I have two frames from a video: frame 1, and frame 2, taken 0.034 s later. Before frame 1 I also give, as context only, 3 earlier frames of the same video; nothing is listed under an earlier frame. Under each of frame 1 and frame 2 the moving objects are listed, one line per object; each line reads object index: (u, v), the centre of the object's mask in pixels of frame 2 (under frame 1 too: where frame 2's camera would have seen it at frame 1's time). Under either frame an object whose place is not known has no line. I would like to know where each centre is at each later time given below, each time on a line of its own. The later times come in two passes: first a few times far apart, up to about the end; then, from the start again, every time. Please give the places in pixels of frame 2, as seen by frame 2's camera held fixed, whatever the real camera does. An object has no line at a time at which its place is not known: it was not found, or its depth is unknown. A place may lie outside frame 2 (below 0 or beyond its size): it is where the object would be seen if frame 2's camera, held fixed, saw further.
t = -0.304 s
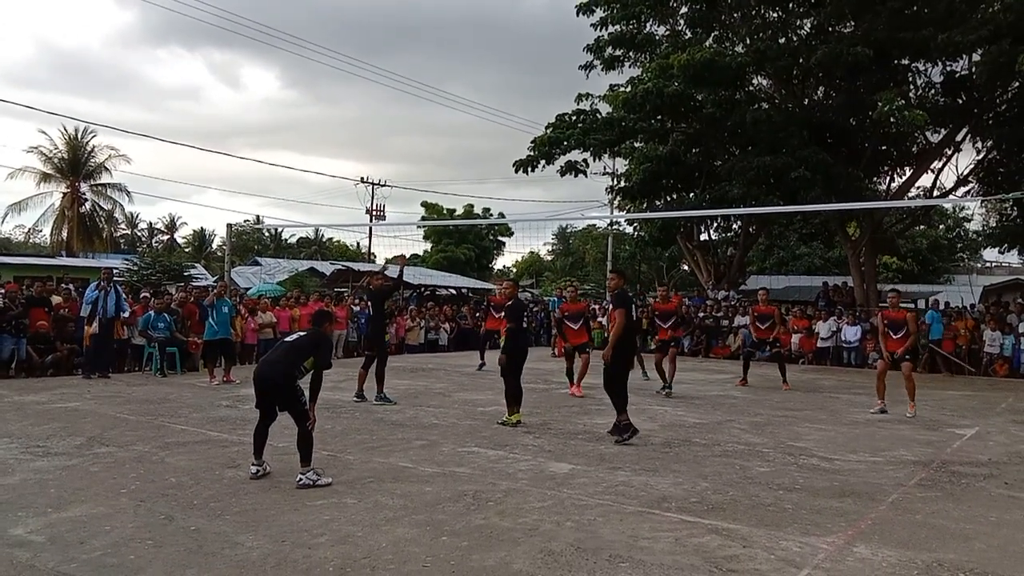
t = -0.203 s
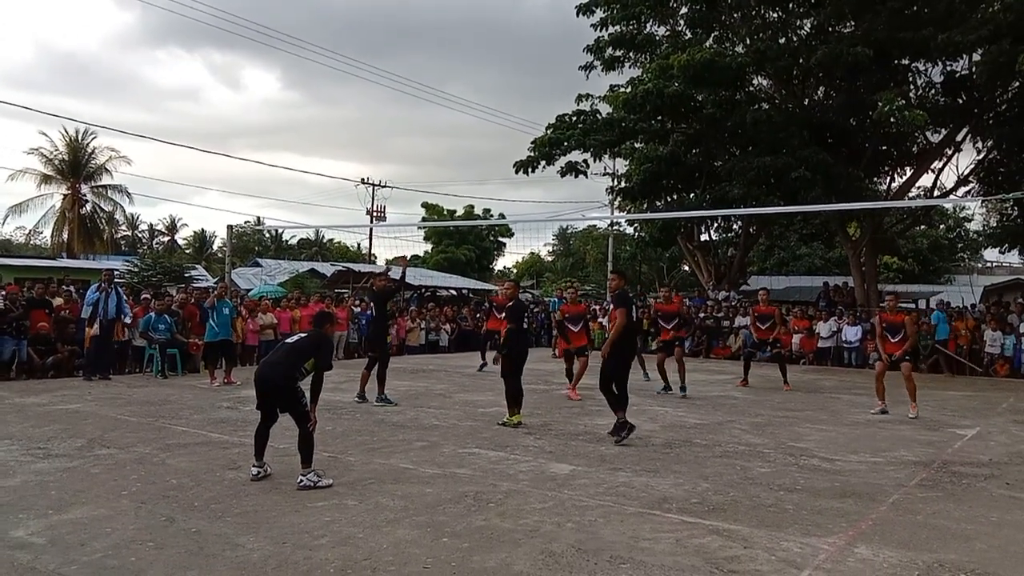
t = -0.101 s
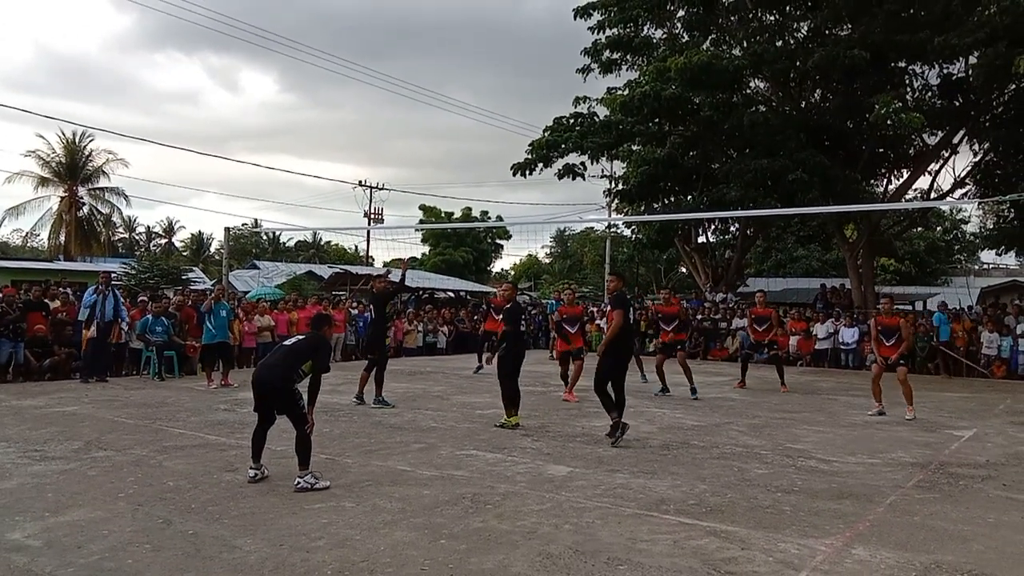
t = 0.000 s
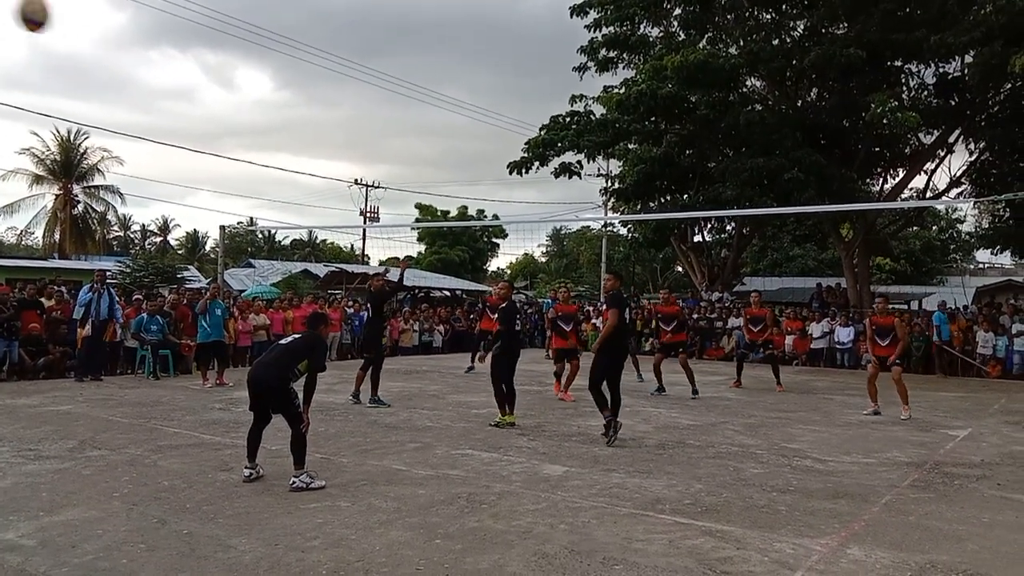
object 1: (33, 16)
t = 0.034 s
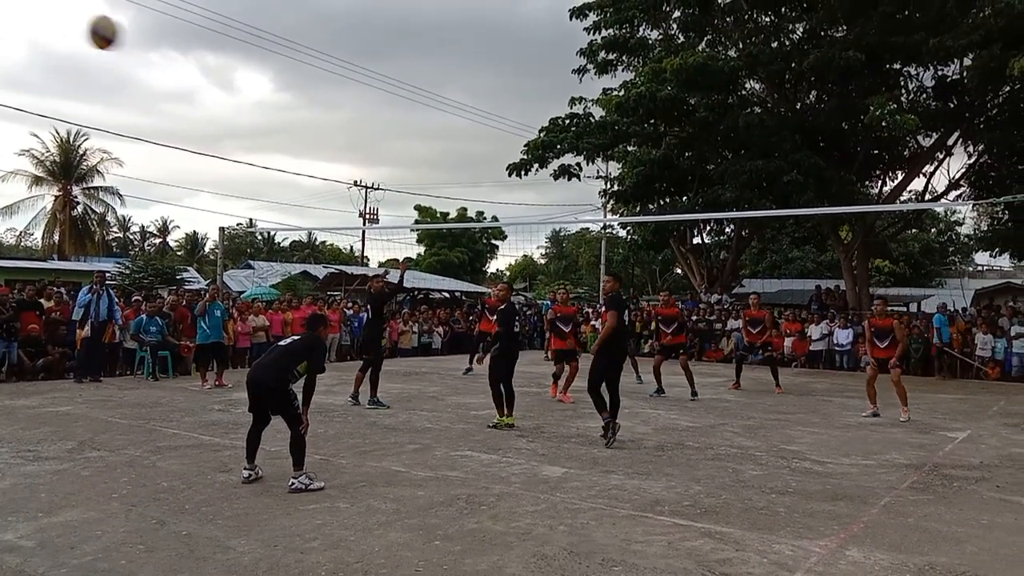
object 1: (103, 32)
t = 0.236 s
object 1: (348, 120)
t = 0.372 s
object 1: (430, 169)
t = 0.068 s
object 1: (160, 47)
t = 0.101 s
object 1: (209, 63)
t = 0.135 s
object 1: (252, 78)
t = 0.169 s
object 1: (288, 92)
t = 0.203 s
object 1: (320, 106)
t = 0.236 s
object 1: (348, 120)
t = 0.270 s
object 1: (372, 132)
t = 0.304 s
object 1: (394, 145)
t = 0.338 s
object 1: (413, 157)
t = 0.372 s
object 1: (430, 169)
